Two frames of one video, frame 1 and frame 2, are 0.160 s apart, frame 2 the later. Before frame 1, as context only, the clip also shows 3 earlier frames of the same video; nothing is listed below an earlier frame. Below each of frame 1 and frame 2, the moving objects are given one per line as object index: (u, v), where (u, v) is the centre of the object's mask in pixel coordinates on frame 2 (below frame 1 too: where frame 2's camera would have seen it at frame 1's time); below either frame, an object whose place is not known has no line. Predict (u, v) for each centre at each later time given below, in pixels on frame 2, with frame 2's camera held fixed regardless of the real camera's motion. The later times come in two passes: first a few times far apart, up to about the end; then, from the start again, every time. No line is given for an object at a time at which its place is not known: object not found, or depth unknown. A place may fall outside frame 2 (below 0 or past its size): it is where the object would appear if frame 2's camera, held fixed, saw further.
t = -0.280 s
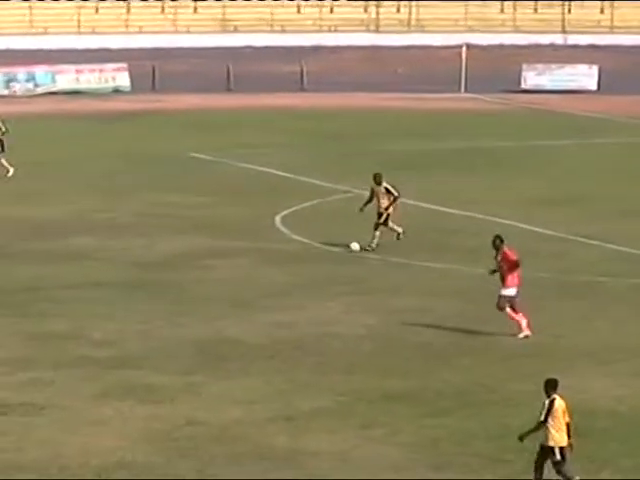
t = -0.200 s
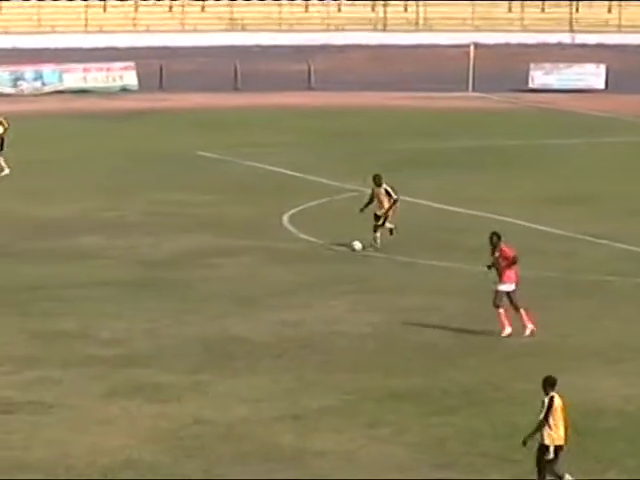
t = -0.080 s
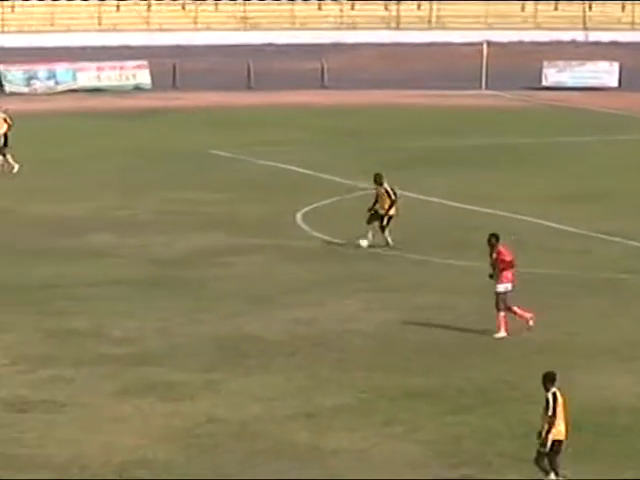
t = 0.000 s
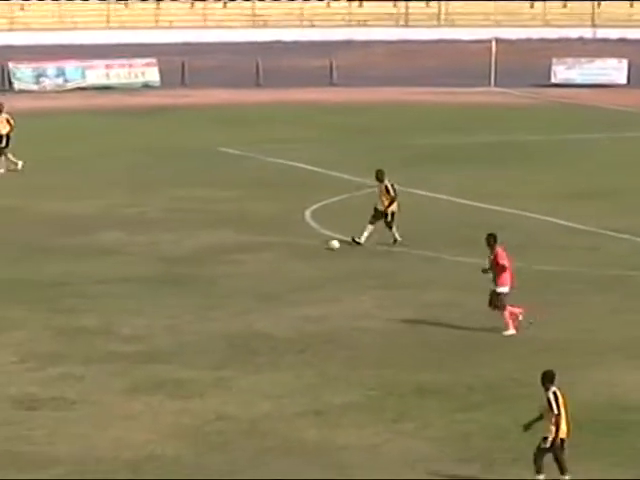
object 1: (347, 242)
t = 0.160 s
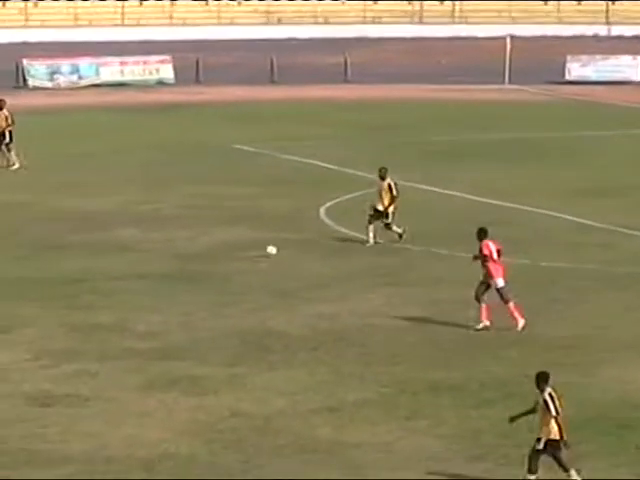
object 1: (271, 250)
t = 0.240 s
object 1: (233, 256)
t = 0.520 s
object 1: (117, 270)
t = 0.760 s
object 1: (33, 282)
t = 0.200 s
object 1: (251, 254)
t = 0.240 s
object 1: (233, 256)
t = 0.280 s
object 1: (215, 258)
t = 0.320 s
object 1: (198, 259)
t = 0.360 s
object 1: (182, 261)
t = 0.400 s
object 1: (165, 263)
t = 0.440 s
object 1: (148, 266)
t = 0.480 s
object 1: (133, 268)
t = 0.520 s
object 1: (117, 270)
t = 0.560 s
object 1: (102, 272)
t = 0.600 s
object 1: (87, 275)
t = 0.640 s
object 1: (73, 277)
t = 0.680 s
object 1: (59, 279)
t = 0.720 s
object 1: (46, 280)
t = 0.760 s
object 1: (33, 282)
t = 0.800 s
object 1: (20, 285)
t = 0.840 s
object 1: (8, 289)
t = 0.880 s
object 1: (-3, 290)
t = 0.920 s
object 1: (-15, 291)
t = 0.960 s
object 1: (-27, 293)
